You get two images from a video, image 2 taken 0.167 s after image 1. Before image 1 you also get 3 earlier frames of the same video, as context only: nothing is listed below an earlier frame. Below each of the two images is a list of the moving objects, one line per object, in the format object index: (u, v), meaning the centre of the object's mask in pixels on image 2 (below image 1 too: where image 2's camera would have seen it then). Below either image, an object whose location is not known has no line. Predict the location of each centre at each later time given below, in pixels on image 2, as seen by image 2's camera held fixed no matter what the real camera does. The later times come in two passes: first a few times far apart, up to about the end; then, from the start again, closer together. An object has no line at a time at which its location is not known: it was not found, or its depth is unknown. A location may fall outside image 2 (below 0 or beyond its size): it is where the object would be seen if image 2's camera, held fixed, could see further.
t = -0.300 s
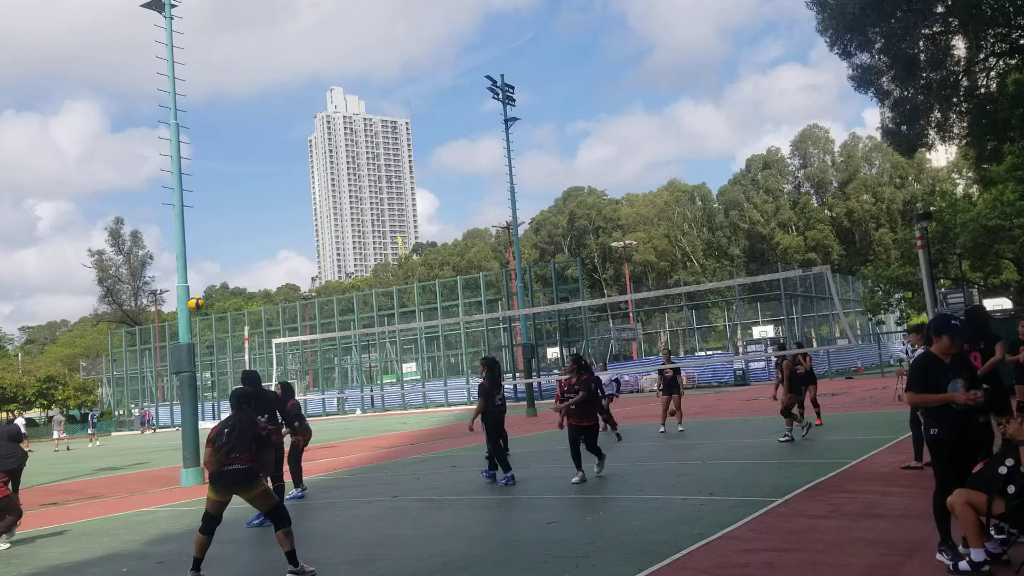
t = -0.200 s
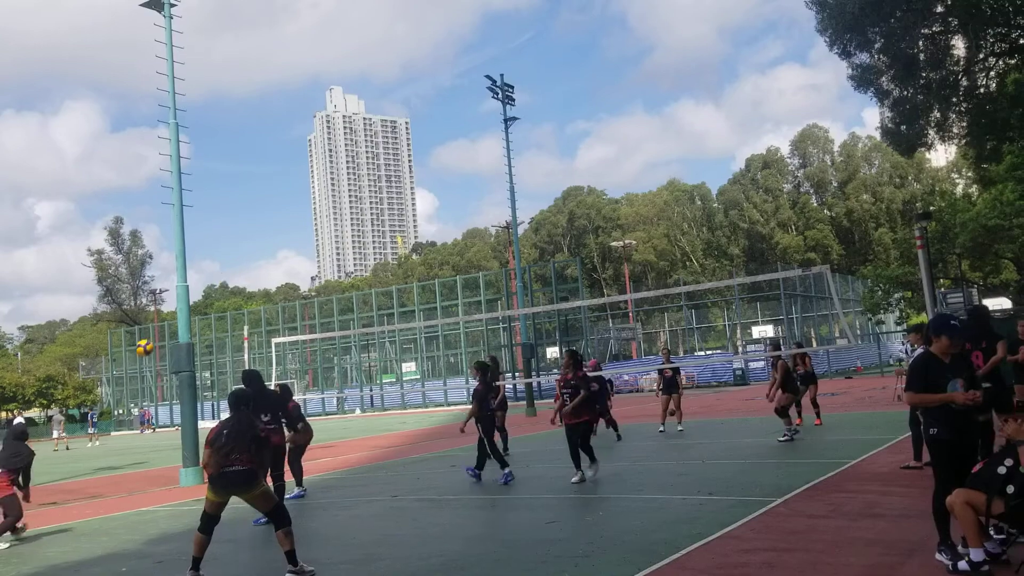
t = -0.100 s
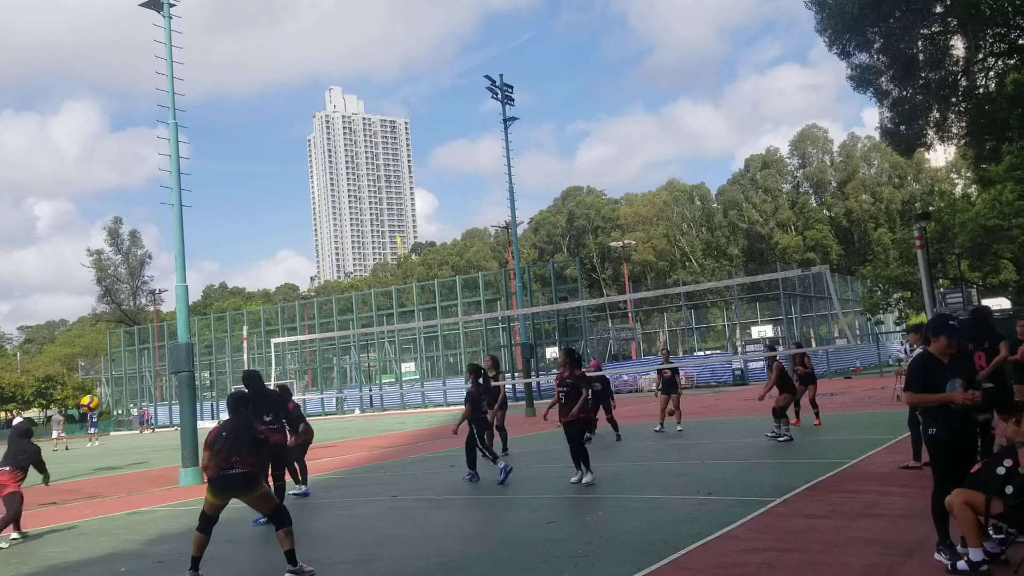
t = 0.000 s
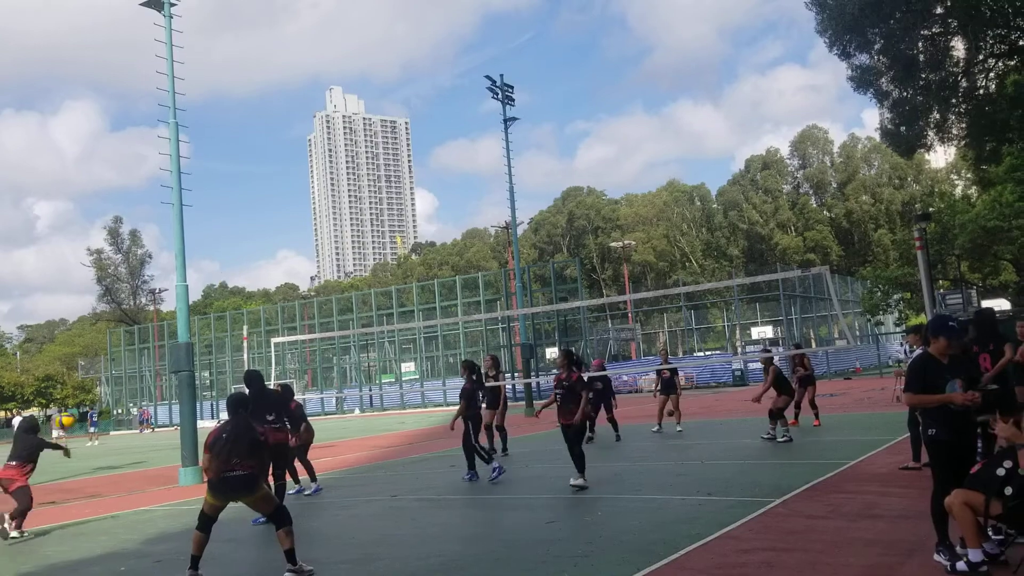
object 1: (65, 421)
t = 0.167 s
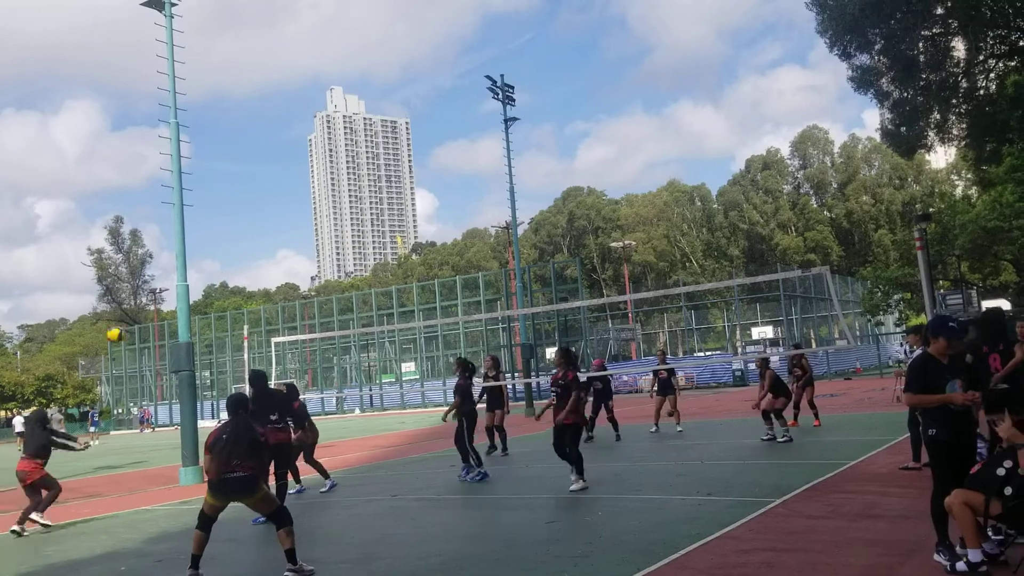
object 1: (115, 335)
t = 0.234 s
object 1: (135, 306)
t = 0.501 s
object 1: (209, 238)
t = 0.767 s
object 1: (278, 222)
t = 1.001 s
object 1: (336, 250)
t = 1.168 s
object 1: (377, 291)
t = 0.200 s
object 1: (125, 320)
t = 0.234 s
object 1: (135, 306)
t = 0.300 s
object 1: (154, 284)
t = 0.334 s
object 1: (163, 274)
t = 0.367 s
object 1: (172, 265)
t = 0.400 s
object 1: (182, 257)
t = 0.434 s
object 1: (191, 250)
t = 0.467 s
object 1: (200, 243)
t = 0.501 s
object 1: (209, 238)
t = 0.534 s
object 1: (218, 233)
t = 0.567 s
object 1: (226, 229)
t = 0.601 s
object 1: (235, 226)
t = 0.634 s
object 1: (244, 223)
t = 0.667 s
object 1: (252, 222)
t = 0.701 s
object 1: (261, 221)
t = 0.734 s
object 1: (269, 222)
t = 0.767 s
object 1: (278, 222)
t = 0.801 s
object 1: (286, 224)
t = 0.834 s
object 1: (295, 226)
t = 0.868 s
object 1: (303, 229)
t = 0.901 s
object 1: (311, 233)
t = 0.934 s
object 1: (320, 239)
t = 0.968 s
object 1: (328, 244)
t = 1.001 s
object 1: (336, 250)
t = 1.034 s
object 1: (345, 258)
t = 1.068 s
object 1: (352, 265)
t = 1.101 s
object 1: (362, 273)
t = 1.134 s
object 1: (369, 283)
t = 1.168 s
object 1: (377, 291)
